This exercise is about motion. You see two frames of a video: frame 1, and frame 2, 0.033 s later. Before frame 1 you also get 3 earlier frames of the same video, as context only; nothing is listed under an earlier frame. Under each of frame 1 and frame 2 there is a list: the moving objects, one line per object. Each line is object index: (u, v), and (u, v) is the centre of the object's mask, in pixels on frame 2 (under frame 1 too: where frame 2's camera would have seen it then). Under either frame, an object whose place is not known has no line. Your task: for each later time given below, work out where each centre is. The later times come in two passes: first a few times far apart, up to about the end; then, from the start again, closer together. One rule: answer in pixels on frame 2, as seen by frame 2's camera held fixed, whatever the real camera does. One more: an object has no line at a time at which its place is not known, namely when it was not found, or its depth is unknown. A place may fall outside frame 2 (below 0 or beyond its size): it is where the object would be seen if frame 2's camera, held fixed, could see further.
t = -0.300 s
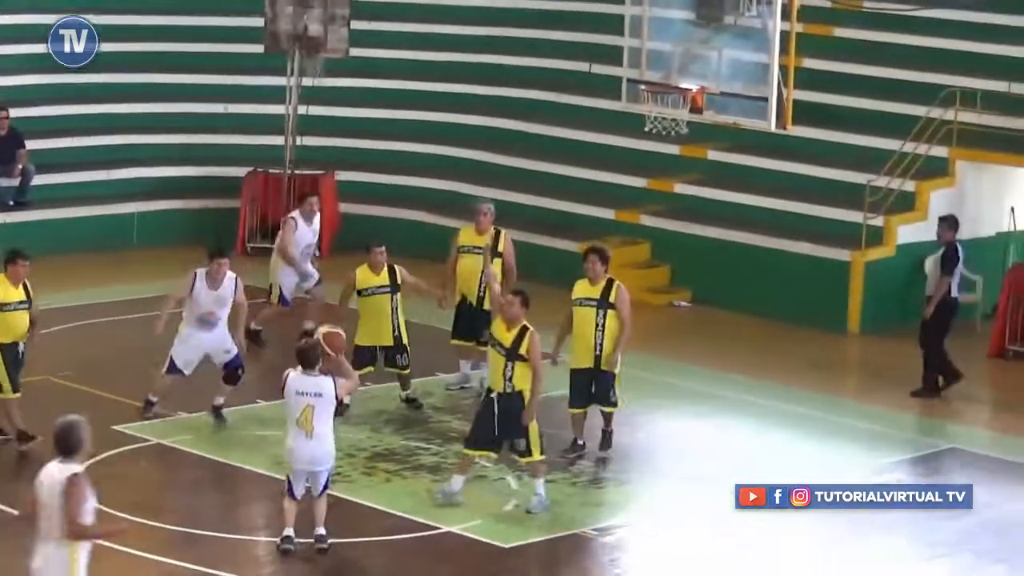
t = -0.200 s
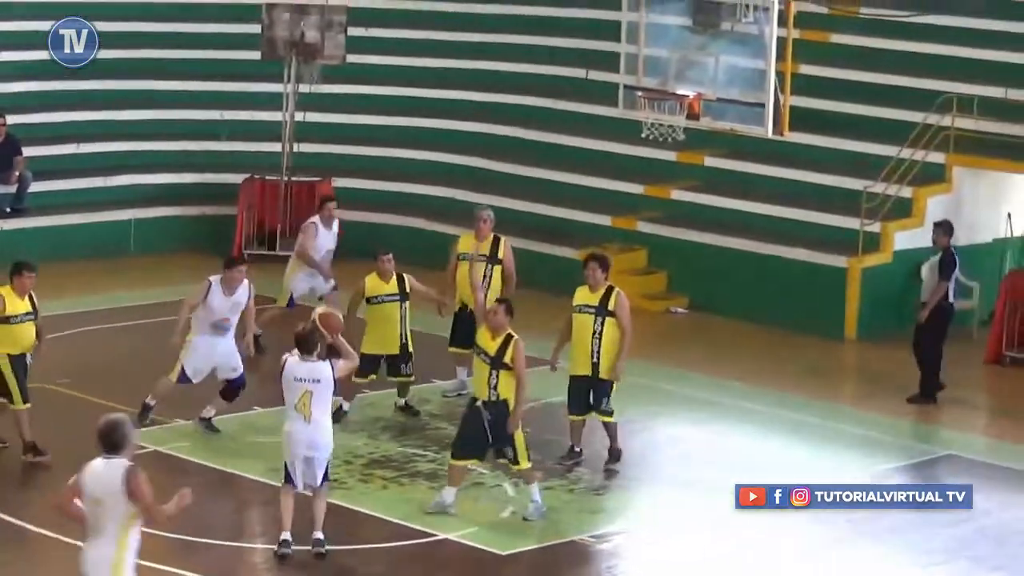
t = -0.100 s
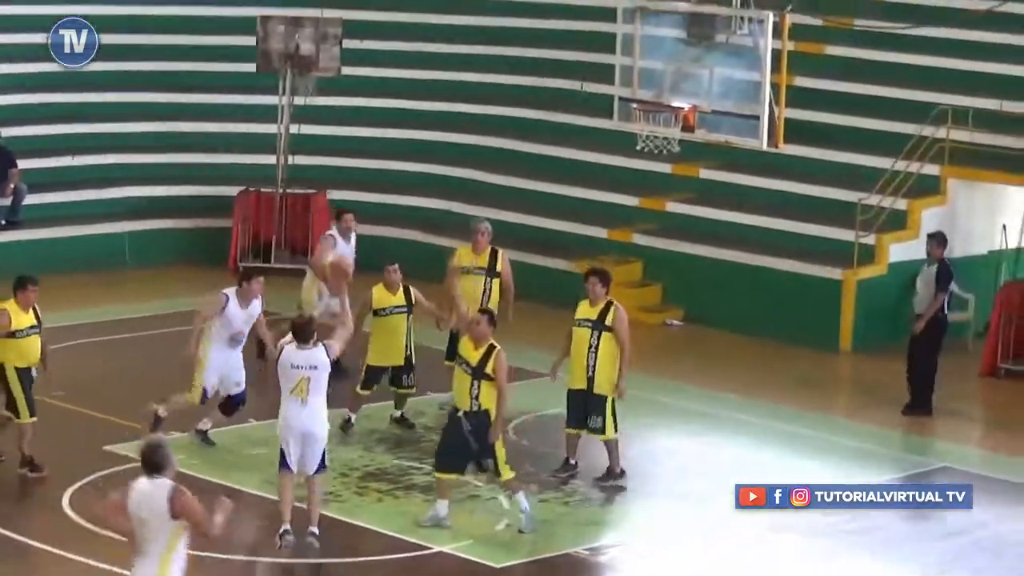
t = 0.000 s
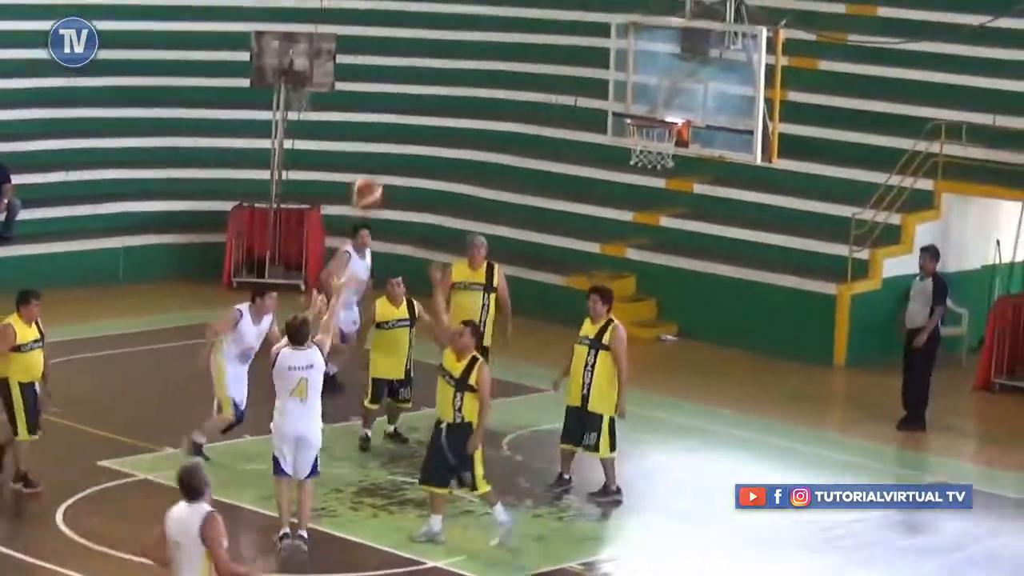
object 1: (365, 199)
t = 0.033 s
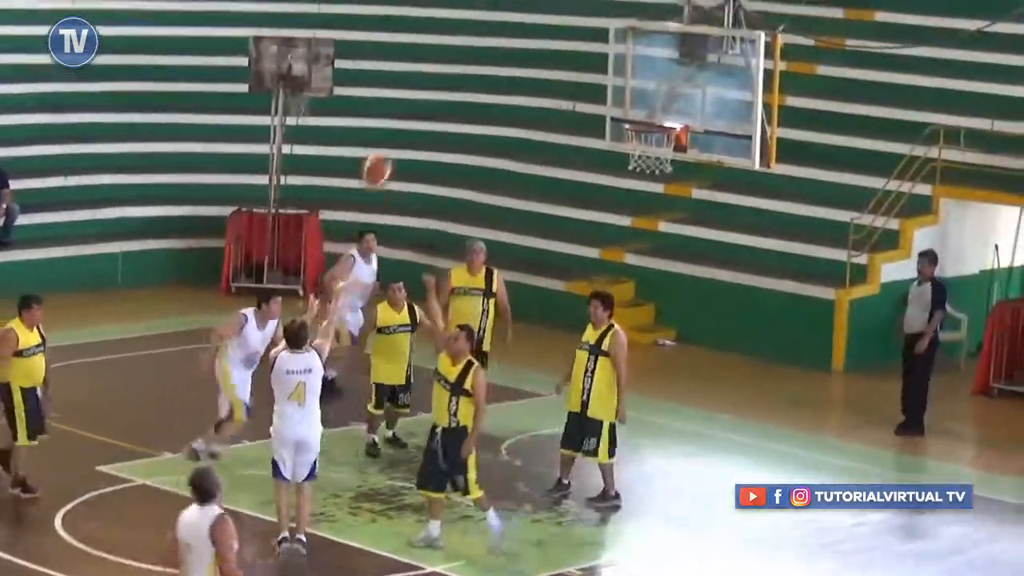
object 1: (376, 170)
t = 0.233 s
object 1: (442, 50)
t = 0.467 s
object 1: (507, -24)
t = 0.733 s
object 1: (574, -25)
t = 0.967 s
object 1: (624, 38)
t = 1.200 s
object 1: (659, 109)
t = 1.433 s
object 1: (675, 87)
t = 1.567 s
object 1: (669, 92)
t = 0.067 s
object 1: (388, 146)
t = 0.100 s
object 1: (398, 123)
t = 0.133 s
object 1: (410, 102)
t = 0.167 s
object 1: (419, 84)
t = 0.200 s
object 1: (431, 65)
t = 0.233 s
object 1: (442, 50)
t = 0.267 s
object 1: (450, 34)
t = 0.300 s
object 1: (461, 20)
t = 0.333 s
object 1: (470, 8)
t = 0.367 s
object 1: (481, -3)
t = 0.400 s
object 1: (490, -12)
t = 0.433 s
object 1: (498, -19)
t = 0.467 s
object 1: (507, -24)
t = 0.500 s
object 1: (515, -27)
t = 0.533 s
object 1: (525, -30)
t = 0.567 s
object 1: (533, -31)
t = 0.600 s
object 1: (542, -32)
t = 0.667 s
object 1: (558, -33)
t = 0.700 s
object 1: (565, -30)
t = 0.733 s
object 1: (574, -25)
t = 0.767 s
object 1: (581, -20)
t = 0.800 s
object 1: (588, -12)
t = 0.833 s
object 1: (596, -5)
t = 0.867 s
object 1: (604, 5)
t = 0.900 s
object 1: (611, 14)
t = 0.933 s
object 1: (618, 26)
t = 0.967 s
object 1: (624, 38)
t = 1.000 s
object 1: (631, 54)
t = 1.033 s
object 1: (638, 71)
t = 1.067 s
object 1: (643, 85)
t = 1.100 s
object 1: (651, 103)
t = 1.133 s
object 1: (656, 117)
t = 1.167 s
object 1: (658, 112)
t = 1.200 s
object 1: (659, 109)
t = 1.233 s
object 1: (663, 100)
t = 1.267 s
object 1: (665, 94)
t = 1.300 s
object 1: (668, 89)
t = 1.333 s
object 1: (670, 87)
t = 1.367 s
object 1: (672, 87)
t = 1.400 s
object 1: (673, 88)
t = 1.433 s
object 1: (675, 87)
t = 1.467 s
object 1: (677, 88)
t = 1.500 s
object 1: (676, 89)
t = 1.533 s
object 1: (673, 90)
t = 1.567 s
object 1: (669, 92)
